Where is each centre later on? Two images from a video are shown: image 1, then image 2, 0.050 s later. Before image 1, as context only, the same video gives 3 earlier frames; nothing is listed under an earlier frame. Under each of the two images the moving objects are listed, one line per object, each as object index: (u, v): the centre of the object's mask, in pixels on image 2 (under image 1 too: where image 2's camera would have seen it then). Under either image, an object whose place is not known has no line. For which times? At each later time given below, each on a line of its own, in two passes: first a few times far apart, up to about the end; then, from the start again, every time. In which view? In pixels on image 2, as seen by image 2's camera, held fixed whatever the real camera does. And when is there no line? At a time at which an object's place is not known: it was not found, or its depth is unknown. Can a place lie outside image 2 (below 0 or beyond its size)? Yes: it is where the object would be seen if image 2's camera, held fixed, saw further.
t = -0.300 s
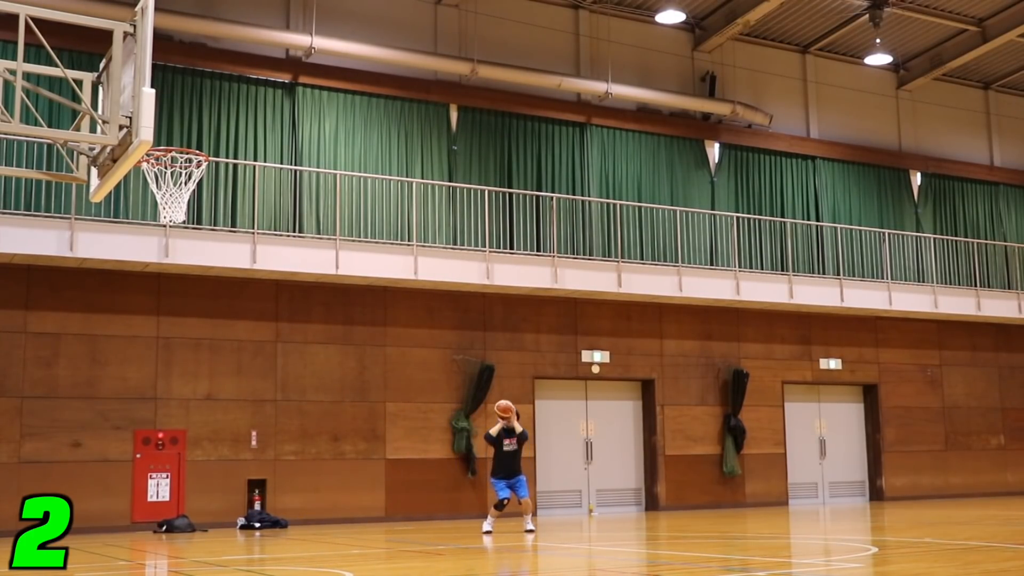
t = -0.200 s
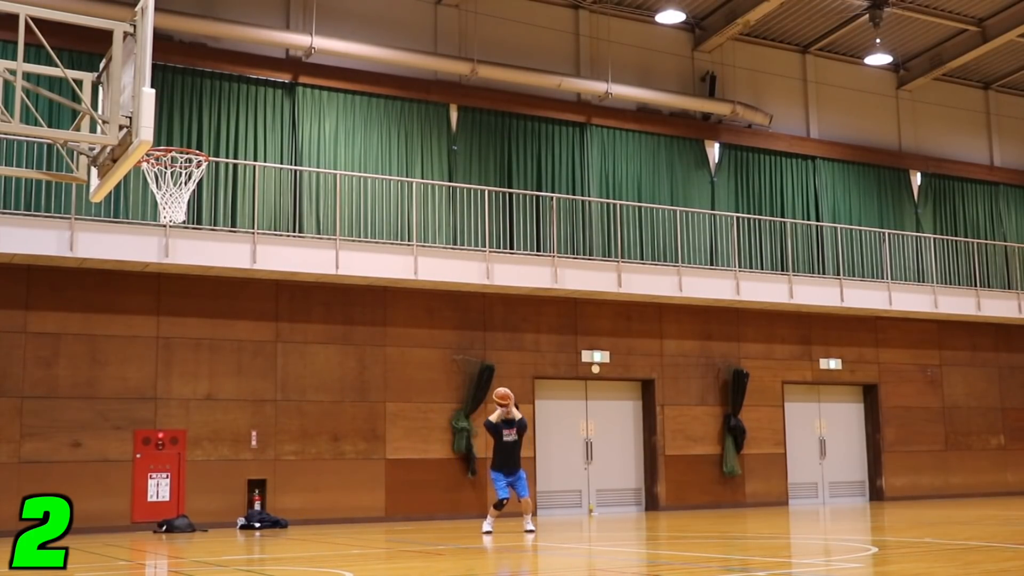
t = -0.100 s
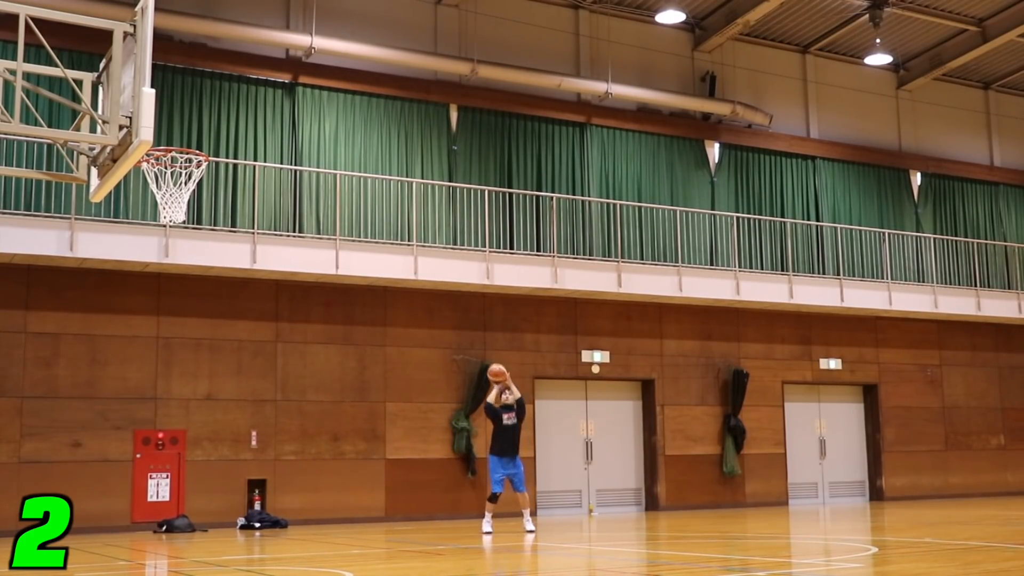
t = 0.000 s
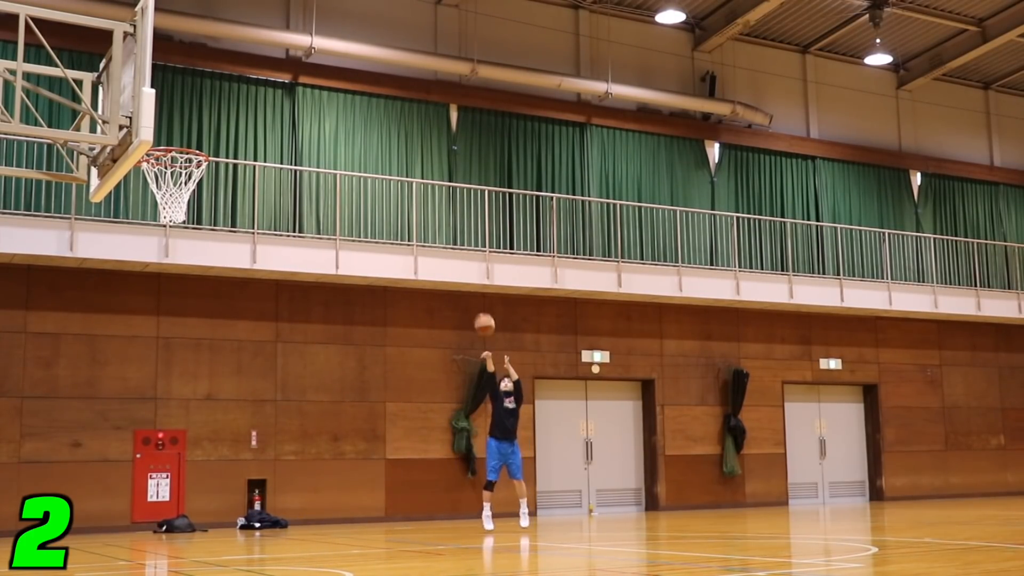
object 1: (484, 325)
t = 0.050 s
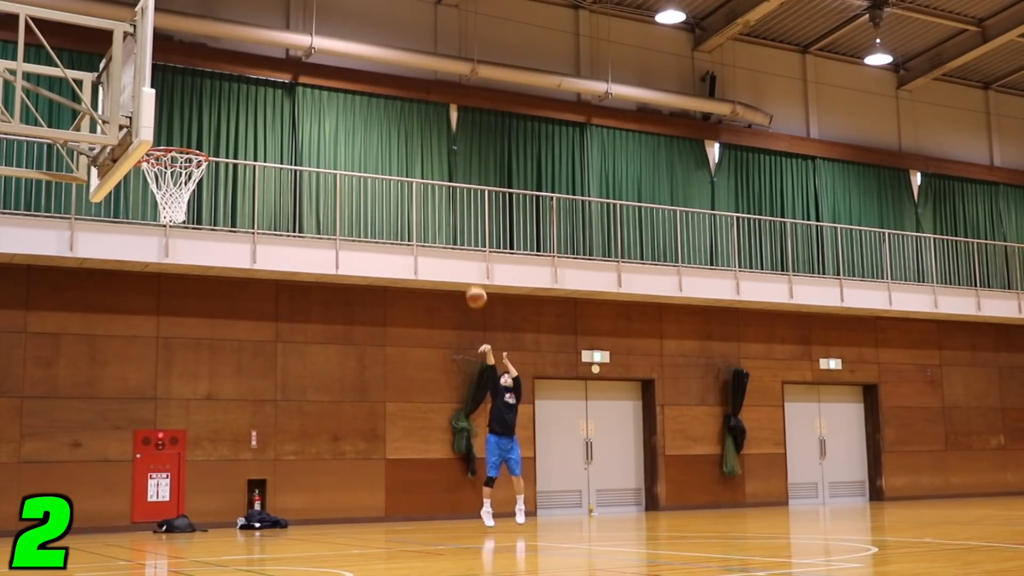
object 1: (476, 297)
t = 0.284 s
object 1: (436, 187)
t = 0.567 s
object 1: (379, 99)
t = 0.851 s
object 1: (309, 74)
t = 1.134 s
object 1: (216, 139)
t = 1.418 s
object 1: (194, 73)
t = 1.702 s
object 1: (173, 90)
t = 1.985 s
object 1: (205, 197)
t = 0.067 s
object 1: (473, 290)
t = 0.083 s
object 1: (470, 280)
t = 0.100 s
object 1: (467, 271)
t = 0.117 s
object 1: (465, 263)
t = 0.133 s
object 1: (462, 254)
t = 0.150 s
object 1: (460, 246)
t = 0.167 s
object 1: (457, 238)
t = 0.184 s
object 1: (454, 230)
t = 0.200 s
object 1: (451, 223)
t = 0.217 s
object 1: (448, 215)
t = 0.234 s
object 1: (445, 208)
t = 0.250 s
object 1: (442, 201)
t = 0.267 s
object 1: (439, 194)
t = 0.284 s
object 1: (436, 187)
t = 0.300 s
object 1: (433, 180)
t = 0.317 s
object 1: (430, 174)
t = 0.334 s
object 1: (427, 168)
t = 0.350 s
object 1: (424, 162)
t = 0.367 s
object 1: (421, 156)
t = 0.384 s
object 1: (418, 150)
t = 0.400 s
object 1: (414, 144)
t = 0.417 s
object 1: (411, 139)
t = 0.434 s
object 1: (408, 133)
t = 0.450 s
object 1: (404, 129)
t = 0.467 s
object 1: (401, 124)
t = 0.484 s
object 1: (398, 120)
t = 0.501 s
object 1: (394, 115)
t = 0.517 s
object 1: (390, 111)
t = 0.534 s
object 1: (387, 107)
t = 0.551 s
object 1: (383, 103)
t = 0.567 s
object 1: (379, 99)
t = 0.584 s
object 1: (376, 96)
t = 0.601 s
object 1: (372, 92)
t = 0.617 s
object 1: (369, 89)
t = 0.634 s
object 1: (364, 87)
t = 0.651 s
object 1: (360, 84)
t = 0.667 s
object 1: (356, 82)
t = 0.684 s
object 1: (353, 80)
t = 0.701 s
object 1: (348, 78)
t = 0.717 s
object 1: (345, 76)
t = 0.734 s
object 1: (340, 75)
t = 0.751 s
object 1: (336, 74)
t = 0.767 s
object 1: (332, 73)
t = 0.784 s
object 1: (327, 72)
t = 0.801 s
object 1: (323, 73)
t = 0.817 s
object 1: (319, 73)
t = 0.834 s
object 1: (314, 73)
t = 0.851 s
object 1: (309, 74)
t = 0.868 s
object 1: (305, 75)
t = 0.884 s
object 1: (300, 76)
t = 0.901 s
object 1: (295, 78)
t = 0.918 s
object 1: (290, 80)
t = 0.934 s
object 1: (285, 82)
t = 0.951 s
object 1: (280, 85)
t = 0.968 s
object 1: (275, 88)
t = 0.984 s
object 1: (270, 91)
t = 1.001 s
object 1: (264, 95)
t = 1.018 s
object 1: (258, 99)
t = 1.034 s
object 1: (253, 104)
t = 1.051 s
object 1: (247, 108)
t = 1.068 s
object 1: (241, 113)
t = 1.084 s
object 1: (235, 119)
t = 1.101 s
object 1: (229, 126)
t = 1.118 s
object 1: (223, 132)
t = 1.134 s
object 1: (216, 139)
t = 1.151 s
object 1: (211, 145)
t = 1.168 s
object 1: (209, 141)
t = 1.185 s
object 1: (208, 136)
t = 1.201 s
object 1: (207, 129)
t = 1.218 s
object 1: (206, 122)
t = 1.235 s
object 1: (205, 117)
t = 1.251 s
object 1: (204, 111)
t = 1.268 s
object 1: (203, 106)
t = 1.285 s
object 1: (202, 101)
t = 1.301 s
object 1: (201, 96)
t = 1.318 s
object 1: (200, 92)
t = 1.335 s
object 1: (199, 88)
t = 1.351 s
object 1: (198, 84)
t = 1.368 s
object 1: (197, 81)
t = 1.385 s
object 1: (196, 78)
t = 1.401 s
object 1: (195, 75)
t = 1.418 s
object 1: (194, 73)
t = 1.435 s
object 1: (193, 71)
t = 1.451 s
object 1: (192, 69)
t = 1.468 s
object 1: (191, 68)
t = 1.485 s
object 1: (190, 67)
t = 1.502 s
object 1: (188, 67)
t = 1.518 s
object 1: (187, 67)
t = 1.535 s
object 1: (186, 67)
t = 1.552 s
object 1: (185, 67)
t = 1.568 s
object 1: (184, 68)
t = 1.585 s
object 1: (182, 70)
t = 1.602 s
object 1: (181, 72)
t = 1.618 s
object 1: (180, 74)
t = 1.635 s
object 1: (179, 76)
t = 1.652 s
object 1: (177, 79)
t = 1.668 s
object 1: (176, 83)
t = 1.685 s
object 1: (175, 86)
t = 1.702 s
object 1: (173, 90)
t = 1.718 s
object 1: (173, 95)
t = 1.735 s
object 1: (172, 100)
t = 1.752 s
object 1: (171, 105)
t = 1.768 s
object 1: (172, 109)
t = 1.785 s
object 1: (174, 113)
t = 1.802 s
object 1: (176, 118)
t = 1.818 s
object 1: (179, 123)
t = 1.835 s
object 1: (182, 128)
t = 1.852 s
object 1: (184, 134)
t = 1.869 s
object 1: (187, 140)
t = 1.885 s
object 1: (189, 146)
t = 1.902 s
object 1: (191, 154)
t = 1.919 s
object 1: (194, 162)
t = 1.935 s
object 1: (197, 170)
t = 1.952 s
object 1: (199, 178)
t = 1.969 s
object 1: (202, 188)
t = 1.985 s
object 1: (205, 197)
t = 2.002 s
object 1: (206, 206)
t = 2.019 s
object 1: (209, 217)
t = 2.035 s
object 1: (211, 227)
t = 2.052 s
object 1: (213, 237)
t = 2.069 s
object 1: (216, 250)
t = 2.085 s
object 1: (219, 264)
